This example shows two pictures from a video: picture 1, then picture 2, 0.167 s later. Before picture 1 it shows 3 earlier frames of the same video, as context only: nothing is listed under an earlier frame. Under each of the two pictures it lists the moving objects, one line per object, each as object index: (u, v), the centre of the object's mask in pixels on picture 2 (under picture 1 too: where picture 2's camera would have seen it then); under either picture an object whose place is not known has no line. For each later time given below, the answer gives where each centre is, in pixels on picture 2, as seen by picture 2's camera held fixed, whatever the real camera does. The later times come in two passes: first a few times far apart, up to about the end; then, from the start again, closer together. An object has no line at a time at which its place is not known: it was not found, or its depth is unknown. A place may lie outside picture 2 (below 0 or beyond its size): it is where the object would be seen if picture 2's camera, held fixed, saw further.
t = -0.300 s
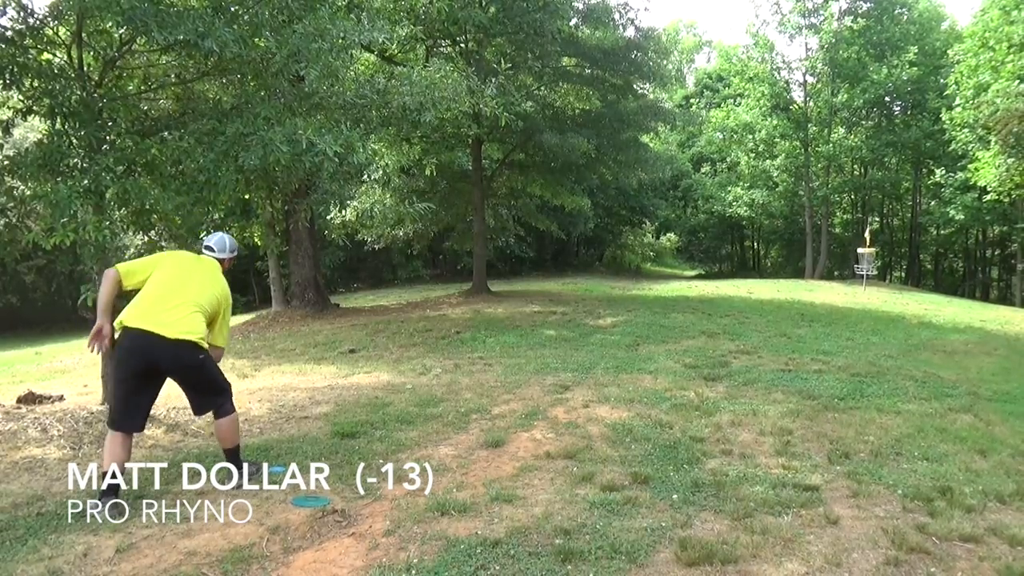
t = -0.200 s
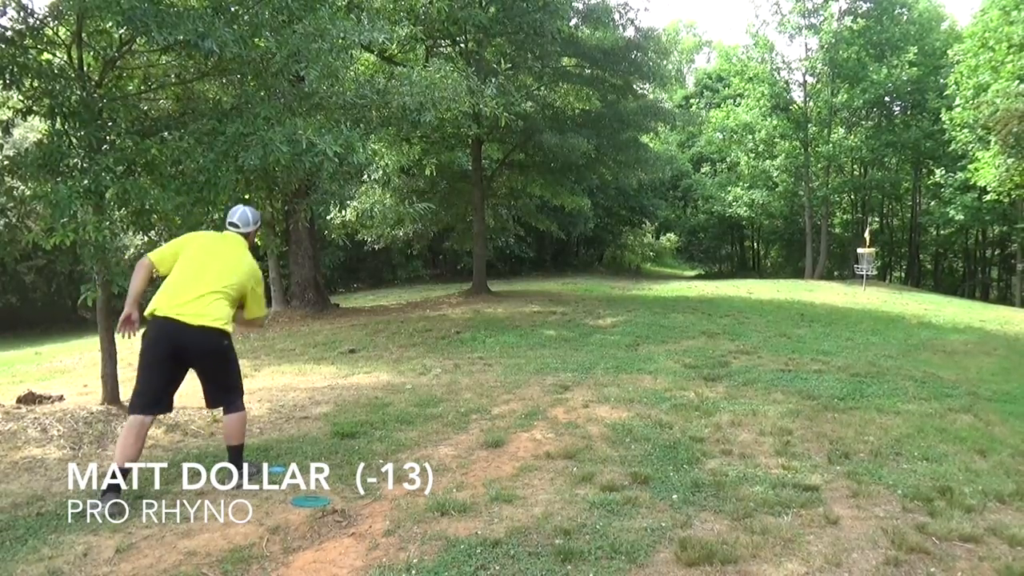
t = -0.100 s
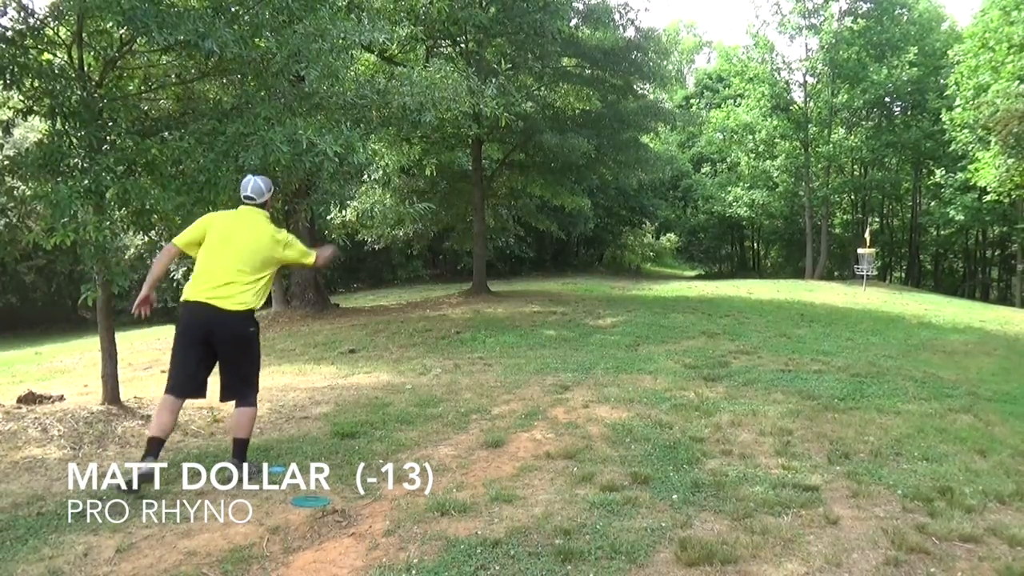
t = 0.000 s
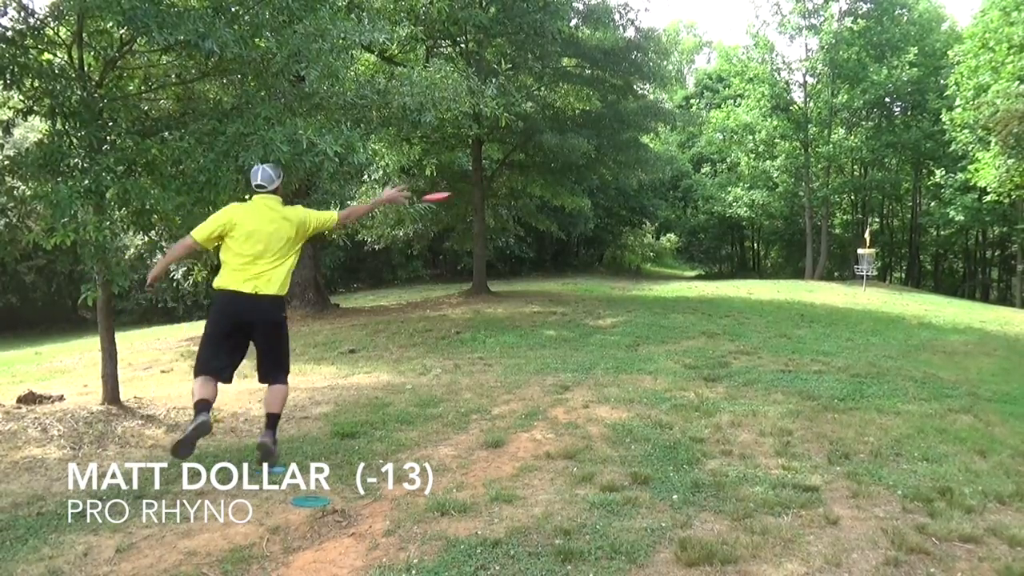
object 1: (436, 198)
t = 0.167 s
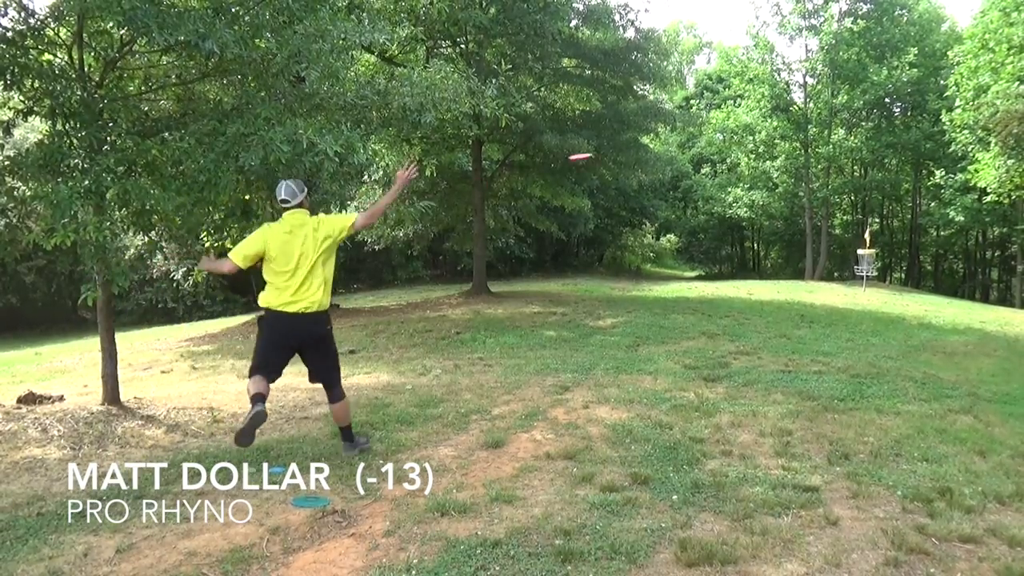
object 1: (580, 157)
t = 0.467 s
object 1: (729, 145)
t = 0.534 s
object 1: (751, 146)
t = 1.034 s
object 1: (852, 164)
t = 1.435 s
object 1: (878, 181)
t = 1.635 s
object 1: (879, 190)
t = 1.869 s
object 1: (872, 205)
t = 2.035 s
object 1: (861, 218)
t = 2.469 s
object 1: (821, 259)
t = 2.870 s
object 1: (788, 278)
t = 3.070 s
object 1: (785, 279)
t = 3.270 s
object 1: (783, 277)
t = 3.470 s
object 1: (782, 278)
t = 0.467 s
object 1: (729, 145)
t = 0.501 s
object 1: (740, 145)
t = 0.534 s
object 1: (751, 146)
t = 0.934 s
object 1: (840, 160)
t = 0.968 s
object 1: (843, 161)
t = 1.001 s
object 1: (848, 163)
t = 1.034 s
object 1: (852, 164)
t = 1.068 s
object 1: (855, 165)
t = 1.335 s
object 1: (875, 176)
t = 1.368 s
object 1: (876, 178)
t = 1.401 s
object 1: (877, 180)
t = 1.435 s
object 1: (878, 181)
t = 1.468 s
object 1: (878, 182)
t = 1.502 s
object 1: (878, 184)
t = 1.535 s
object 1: (880, 185)
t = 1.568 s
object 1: (879, 186)
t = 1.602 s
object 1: (879, 190)
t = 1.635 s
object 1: (879, 190)
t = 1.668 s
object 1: (878, 192)
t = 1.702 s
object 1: (878, 195)
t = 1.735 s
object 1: (877, 197)
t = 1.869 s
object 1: (872, 205)
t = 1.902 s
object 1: (870, 208)
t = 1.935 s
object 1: (868, 211)
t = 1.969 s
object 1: (865, 213)
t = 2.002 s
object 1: (864, 215)
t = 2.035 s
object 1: (861, 218)
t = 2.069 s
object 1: (859, 221)
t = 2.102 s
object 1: (856, 223)
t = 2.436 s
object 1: (825, 256)
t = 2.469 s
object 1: (821, 259)
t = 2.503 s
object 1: (816, 264)
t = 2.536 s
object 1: (813, 267)
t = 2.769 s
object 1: (790, 280)
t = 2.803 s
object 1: (789, 279)
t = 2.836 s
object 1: (788, 278)
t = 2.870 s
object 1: (788, 278)
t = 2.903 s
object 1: (787, 277)
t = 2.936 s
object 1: (787, 278)
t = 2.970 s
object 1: (786, 278)
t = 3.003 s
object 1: (786, 278)
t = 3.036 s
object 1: (786, 278)
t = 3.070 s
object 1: (785, 279)
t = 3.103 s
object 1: (784, 278)
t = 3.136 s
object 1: (785, 278)
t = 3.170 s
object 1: (785, 278)
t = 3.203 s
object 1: (784, 278)
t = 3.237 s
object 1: (784, 278)
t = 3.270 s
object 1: (783, 277)
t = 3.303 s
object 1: (783, 278)
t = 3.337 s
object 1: (783, 278)
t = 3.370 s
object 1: (782, 278)
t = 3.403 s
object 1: (782, 278)
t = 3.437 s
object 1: (781, 278)
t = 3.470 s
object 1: (782, 278)
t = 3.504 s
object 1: (780, 278)
